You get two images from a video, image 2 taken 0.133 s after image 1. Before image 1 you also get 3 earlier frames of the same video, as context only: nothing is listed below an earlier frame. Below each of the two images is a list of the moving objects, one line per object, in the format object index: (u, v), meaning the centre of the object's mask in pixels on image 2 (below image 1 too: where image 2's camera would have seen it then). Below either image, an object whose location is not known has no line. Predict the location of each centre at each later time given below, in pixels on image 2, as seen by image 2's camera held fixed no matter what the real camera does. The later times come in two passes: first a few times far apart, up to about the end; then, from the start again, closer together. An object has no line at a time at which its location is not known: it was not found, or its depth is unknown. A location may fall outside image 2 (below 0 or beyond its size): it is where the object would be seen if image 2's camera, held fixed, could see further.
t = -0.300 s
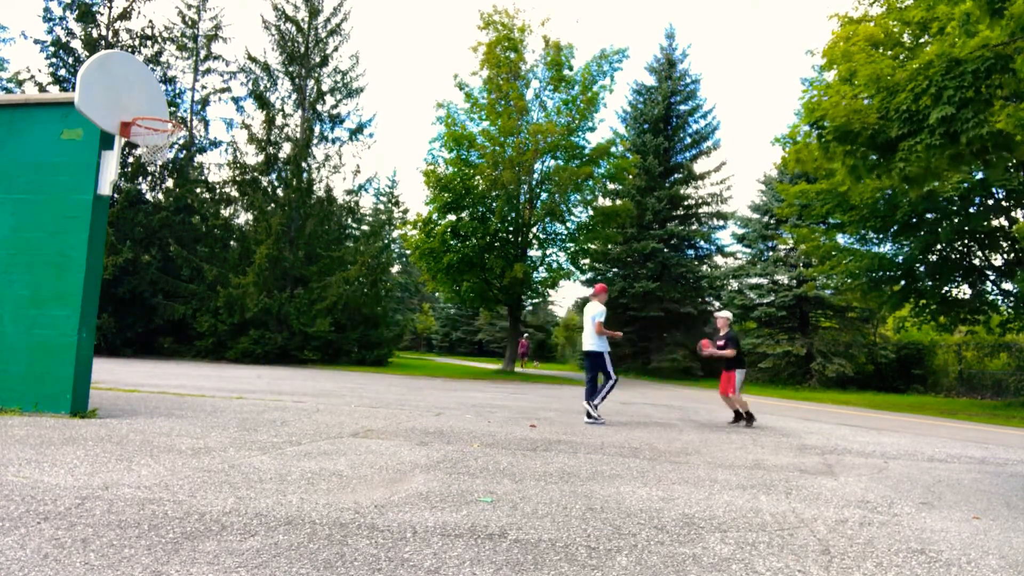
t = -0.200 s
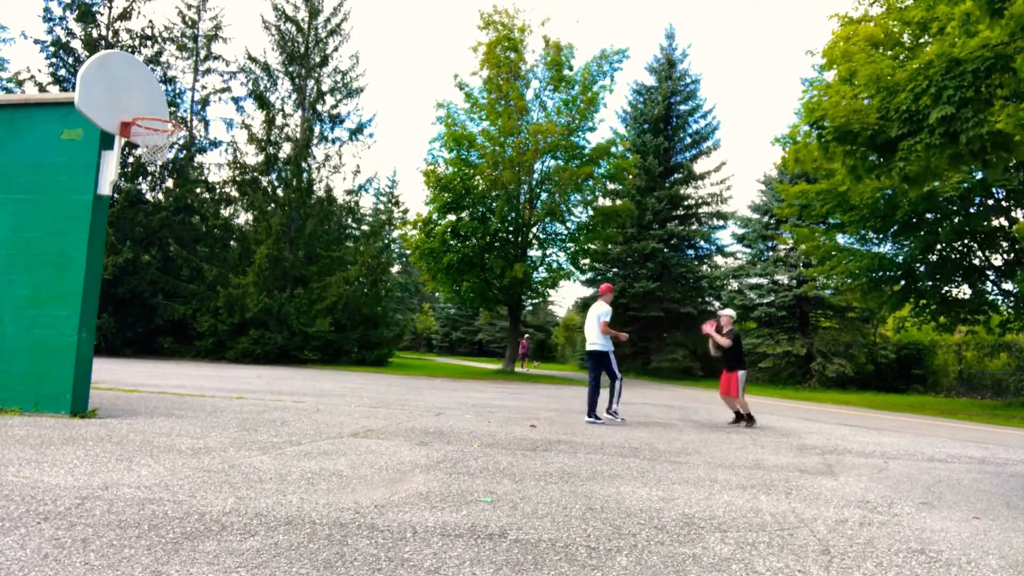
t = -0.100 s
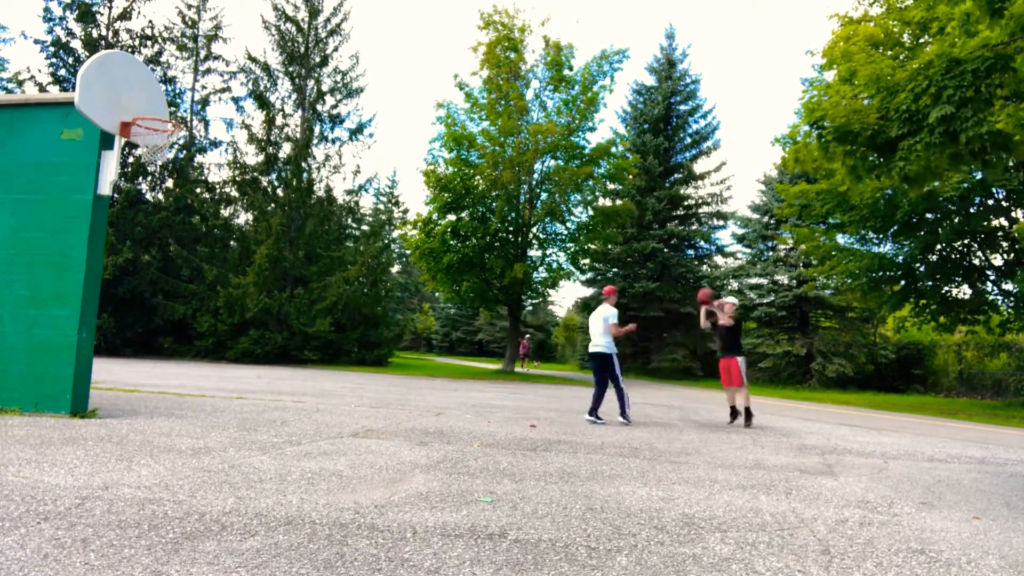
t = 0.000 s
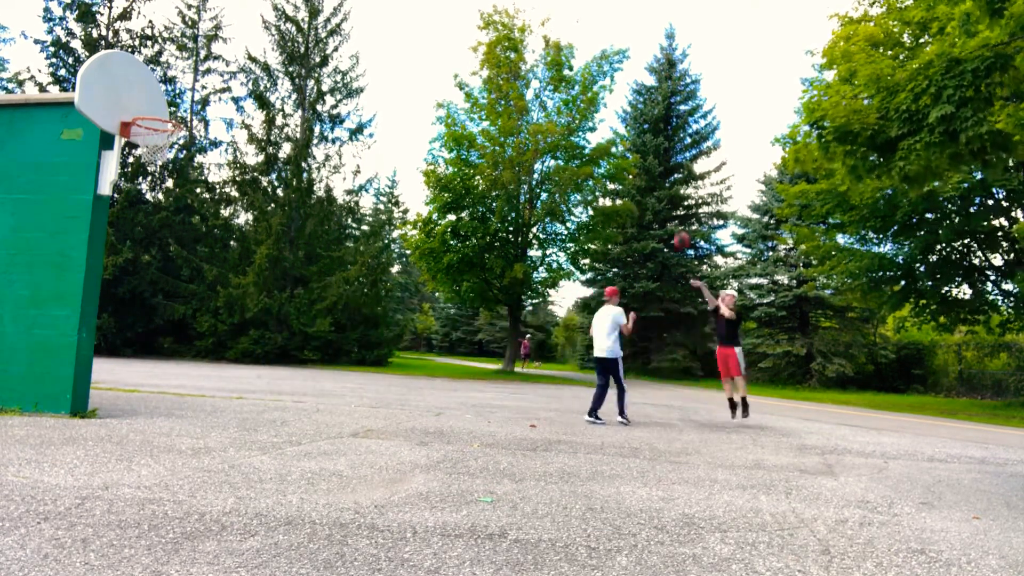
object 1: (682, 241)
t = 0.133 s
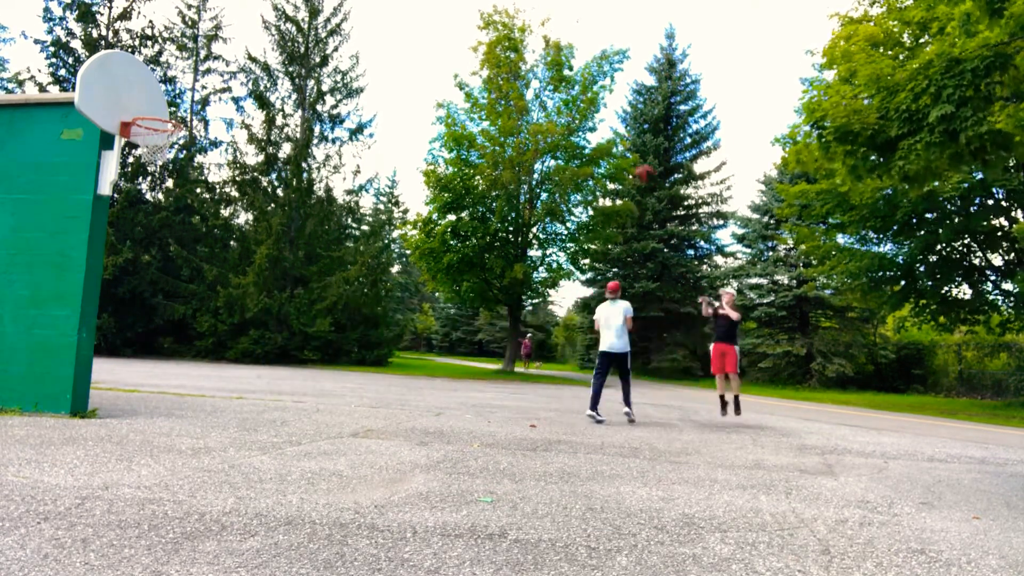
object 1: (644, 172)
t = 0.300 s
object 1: (595, 105)
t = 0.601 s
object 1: (493, 23)
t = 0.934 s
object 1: (359, 9)
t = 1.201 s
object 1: (228, 66)
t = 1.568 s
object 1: (8, 276)
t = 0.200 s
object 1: (625, 145)
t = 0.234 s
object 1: (615, 131)
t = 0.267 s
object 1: (605, 116)
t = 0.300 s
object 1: (595, 105)
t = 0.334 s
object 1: (585, 93)
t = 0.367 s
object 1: (573, 81)
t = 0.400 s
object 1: (563, 71)
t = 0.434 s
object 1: (551, 61)
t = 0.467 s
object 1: (541, 52)
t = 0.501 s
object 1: (529, 43)
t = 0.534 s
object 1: (518, 36)
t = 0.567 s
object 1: (506, 29)
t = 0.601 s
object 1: (493, 23)
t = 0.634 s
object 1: (481, 18)
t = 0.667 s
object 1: (469, 14)
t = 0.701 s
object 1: (456, 10)
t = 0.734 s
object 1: (443, 8)
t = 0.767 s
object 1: (429, 7)
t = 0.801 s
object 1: (416, 6)
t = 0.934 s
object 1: (359, 9)
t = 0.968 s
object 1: (343, 12)
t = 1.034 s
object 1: (312, 22)
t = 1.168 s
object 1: (246, 55)
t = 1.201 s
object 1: (228, 66)
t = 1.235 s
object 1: (210, 78)
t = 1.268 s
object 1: (192, 92)
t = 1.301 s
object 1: (172, 106)
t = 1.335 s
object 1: (153, 122)
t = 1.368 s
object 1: (134, 139)
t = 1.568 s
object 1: (8, 276)
